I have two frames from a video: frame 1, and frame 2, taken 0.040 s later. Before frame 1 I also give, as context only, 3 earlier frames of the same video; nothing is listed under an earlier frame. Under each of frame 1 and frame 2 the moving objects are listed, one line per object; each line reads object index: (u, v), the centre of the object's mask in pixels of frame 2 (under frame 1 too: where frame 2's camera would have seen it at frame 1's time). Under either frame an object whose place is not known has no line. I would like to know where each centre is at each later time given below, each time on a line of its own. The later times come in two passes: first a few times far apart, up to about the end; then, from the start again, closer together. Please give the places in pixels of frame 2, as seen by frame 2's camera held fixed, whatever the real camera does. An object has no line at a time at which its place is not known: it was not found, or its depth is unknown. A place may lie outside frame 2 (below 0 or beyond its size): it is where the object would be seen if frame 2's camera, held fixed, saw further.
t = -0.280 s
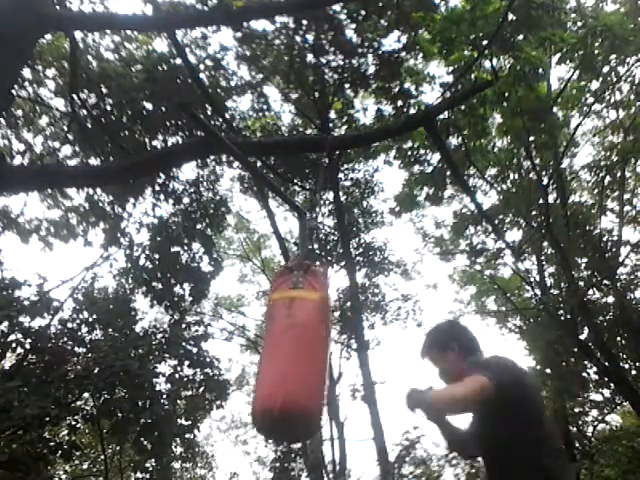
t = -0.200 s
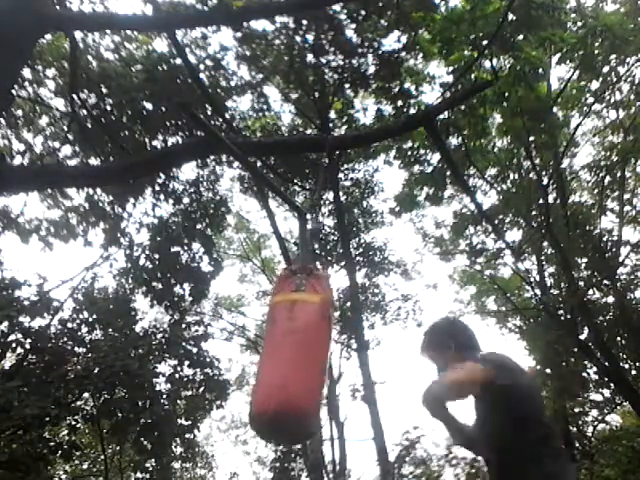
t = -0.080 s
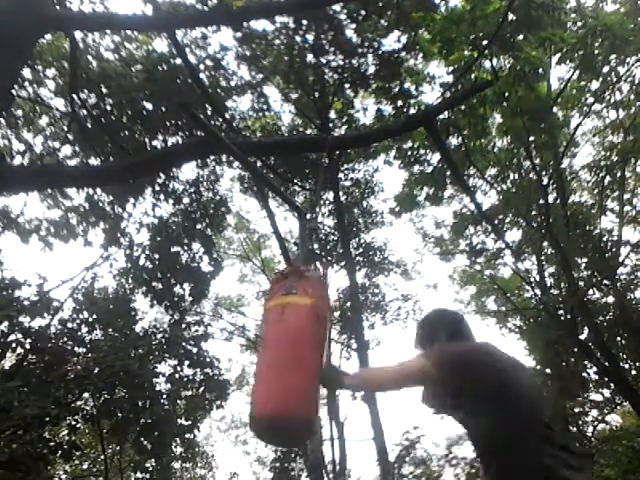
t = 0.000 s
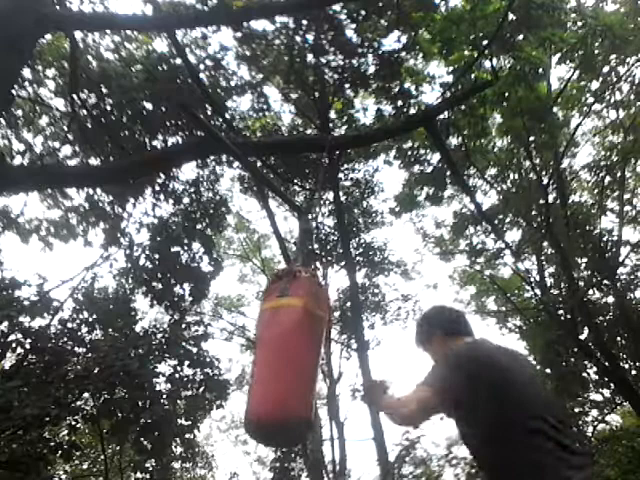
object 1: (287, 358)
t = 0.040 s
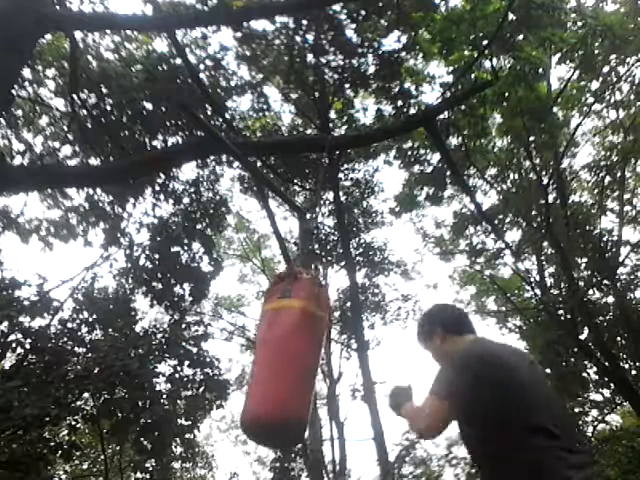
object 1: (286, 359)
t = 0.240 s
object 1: (286, 362)
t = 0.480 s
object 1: (300, 366)
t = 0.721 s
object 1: (325, 366)
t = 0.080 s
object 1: (286, 361)
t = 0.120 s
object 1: (286, 361)
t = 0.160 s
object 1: (286, 361)
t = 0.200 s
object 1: (285, 362)
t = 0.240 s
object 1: (286, 362)
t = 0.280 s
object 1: (287, 362)
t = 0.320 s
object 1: (289, 364)
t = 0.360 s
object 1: (292, 365)
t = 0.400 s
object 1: (295, 366)
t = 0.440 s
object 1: (297, 366)
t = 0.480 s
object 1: (300, 366)
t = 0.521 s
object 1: (303, 366)
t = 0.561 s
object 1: (308, 365)
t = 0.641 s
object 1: (316, 367)
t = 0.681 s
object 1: (321, 366)
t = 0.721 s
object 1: (325, 366)
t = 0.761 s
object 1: (329, 365)
